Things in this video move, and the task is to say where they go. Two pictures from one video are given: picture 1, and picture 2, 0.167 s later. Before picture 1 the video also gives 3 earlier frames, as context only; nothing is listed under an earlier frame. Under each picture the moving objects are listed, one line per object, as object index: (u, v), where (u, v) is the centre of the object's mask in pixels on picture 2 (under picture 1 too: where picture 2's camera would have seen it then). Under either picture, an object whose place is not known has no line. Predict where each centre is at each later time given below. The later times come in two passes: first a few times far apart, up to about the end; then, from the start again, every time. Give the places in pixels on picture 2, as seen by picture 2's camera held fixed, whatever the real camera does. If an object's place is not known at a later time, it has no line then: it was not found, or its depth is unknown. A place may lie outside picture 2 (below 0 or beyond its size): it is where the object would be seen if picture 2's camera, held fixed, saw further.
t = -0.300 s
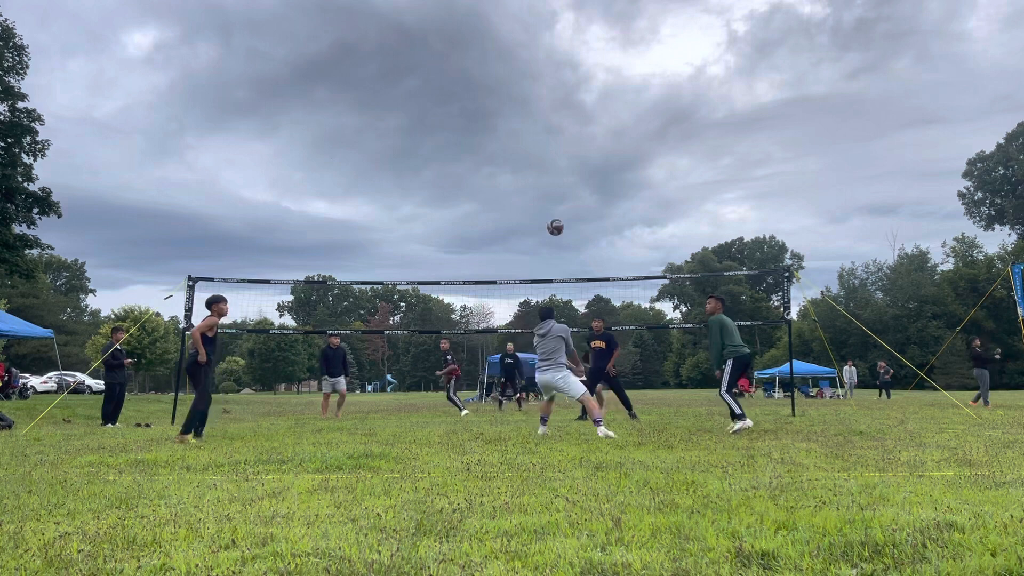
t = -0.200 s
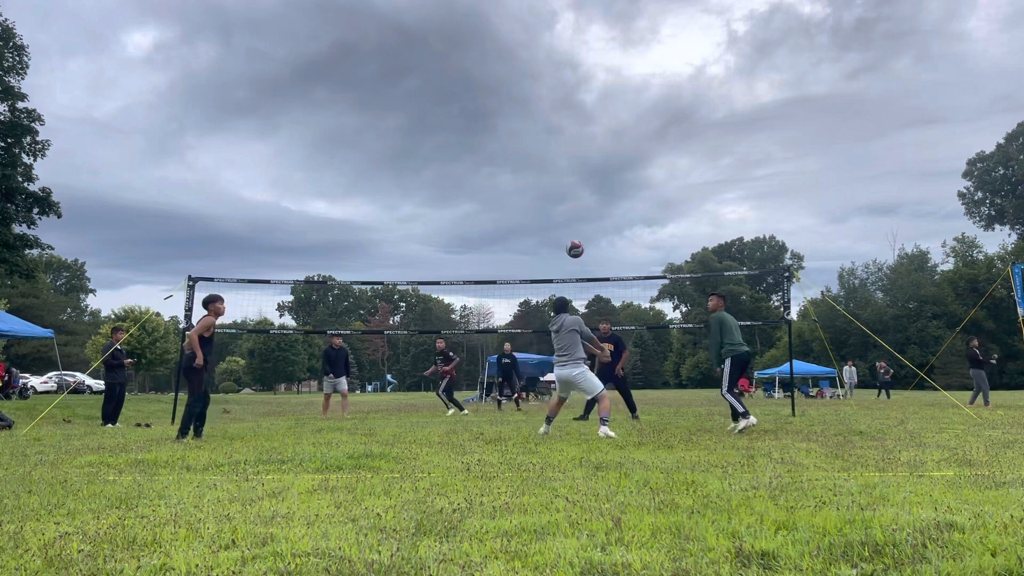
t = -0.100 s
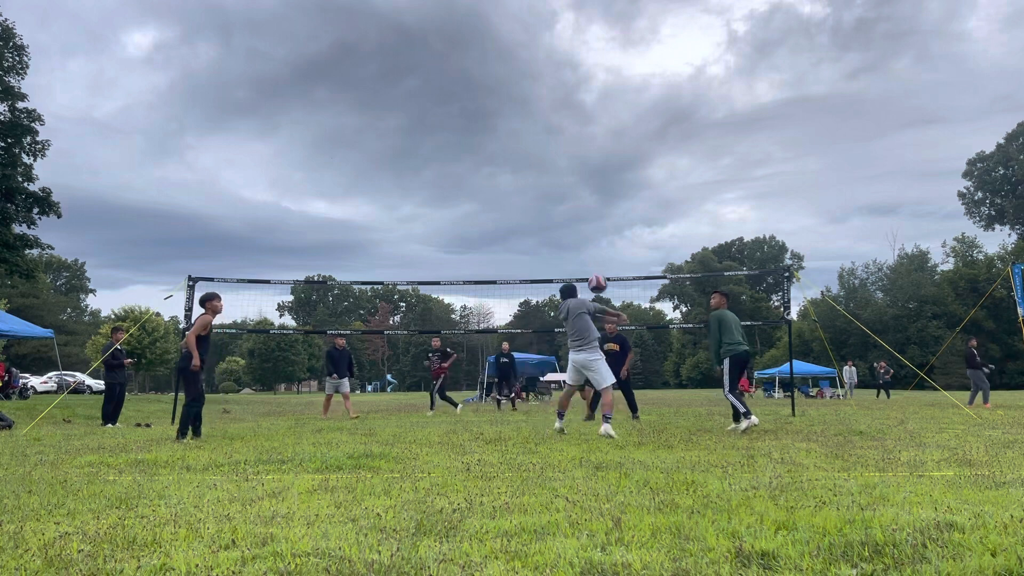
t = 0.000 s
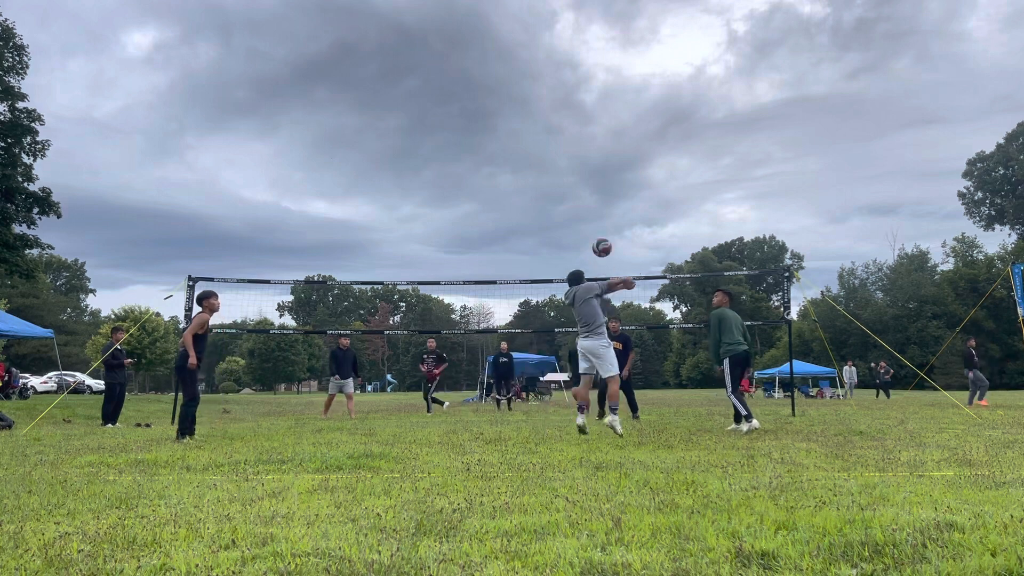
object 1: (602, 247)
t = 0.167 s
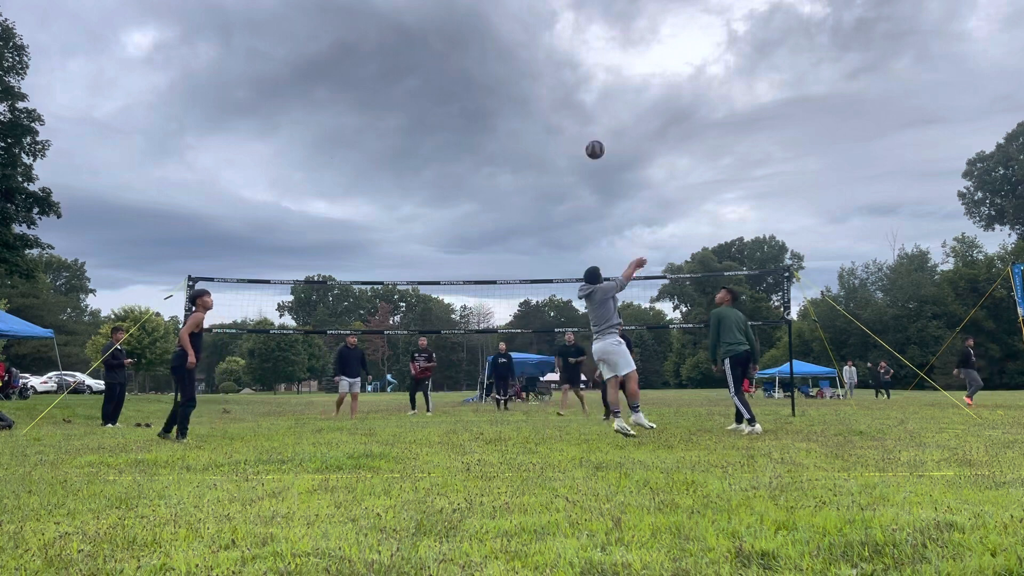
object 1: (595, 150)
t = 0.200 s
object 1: (594, 134)
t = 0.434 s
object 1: (586, 56)
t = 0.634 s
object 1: (581, 30)
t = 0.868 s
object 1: (576, 40)
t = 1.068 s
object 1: (574, 81)
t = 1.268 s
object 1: (573, 150)
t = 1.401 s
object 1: (573, 211)
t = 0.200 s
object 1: (594, 134)
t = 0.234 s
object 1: (592, 120)
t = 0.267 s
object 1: (591, 106)
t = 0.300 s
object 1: (590, 94)
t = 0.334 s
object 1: (589, 83)
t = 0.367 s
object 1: (588, 73)
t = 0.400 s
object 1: (587, 64)
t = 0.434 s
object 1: (586, 56)
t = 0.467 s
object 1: (585, 49)
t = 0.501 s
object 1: (584, 44)
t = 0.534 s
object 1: (583, 39)
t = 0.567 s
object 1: (582, 35)
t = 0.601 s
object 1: (581, 32)
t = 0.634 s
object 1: (581, 30)
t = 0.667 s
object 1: (580, 29)
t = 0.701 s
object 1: (579, 28)
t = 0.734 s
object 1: (579, 29)
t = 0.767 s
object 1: (578, 30)
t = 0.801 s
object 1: (577, 33)
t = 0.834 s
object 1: (577, 36)
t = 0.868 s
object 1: (576, 40)
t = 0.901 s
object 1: (576, 45)
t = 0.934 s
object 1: (576, 51)
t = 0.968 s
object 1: (575, 57)
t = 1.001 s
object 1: (575, 64)
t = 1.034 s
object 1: (575, 72)
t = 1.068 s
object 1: (574, 81)
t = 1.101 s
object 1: (574, 91)
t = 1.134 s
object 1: (574, 101)
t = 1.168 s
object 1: (574, 112)
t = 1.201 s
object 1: (574, 124)
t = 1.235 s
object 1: (573, 137)
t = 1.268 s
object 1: (573, 150)
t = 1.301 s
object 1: (573, 164)
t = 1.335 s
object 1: (573, 179)
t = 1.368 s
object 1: (573, 194)
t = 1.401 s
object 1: (573, 211)
